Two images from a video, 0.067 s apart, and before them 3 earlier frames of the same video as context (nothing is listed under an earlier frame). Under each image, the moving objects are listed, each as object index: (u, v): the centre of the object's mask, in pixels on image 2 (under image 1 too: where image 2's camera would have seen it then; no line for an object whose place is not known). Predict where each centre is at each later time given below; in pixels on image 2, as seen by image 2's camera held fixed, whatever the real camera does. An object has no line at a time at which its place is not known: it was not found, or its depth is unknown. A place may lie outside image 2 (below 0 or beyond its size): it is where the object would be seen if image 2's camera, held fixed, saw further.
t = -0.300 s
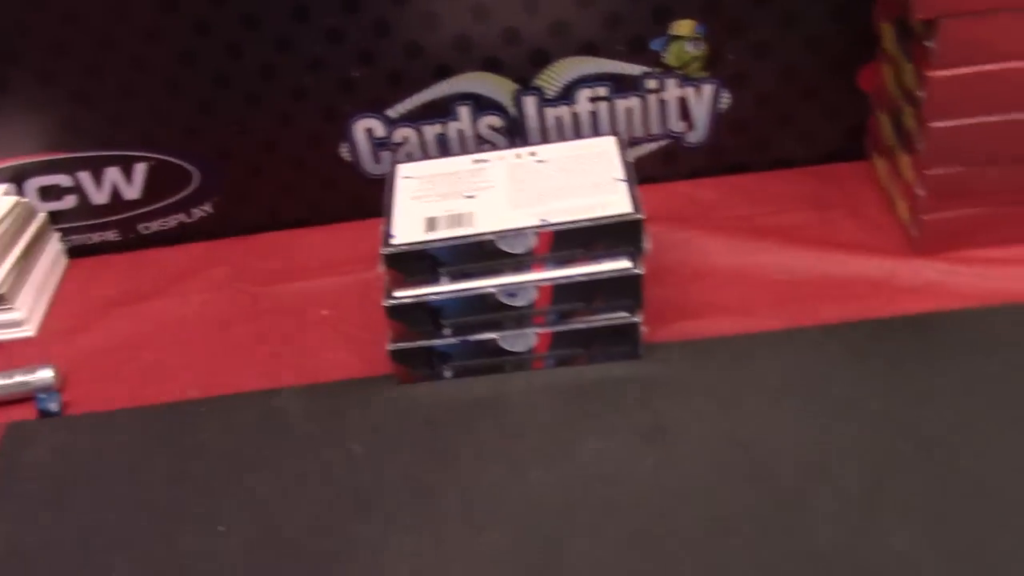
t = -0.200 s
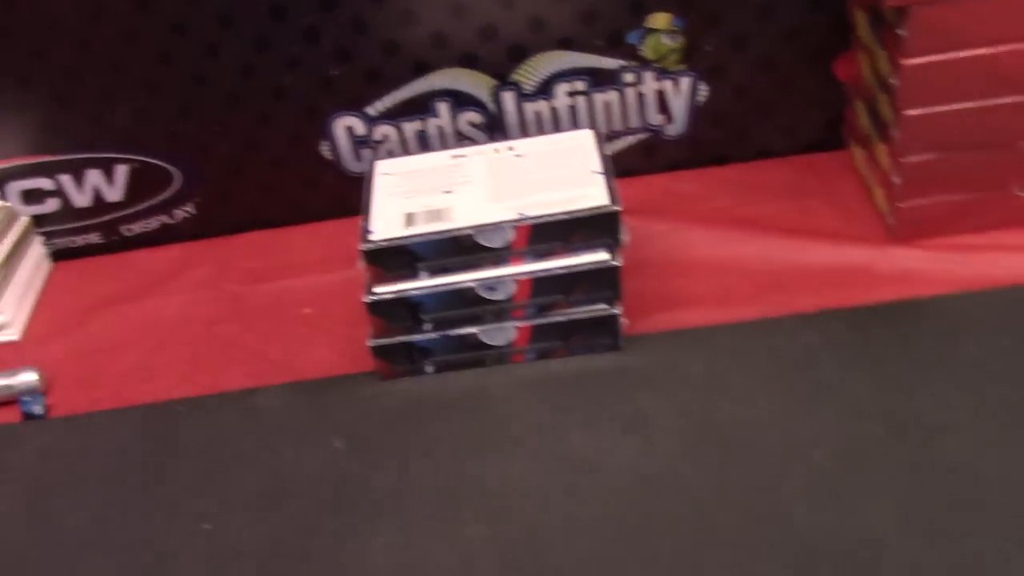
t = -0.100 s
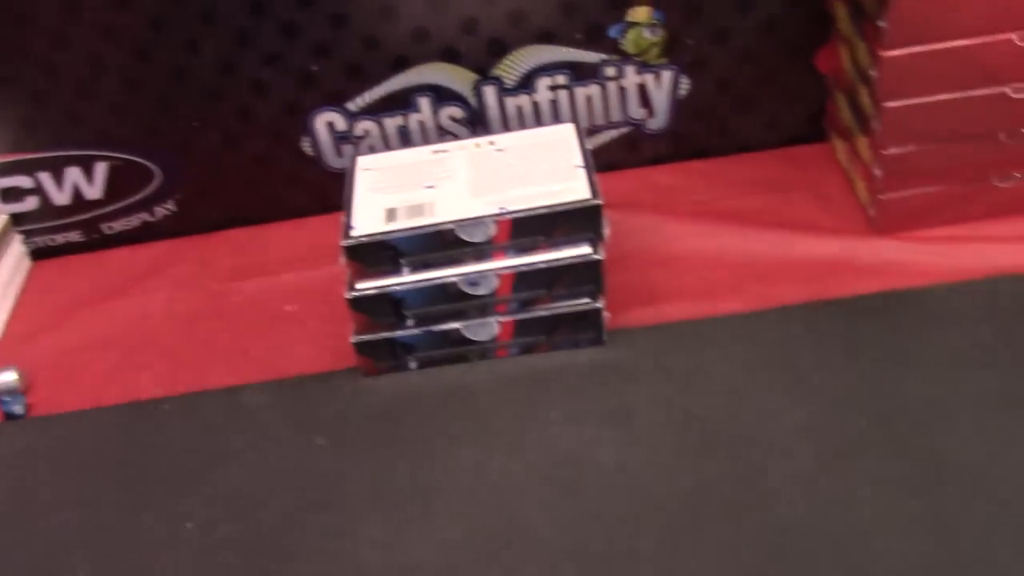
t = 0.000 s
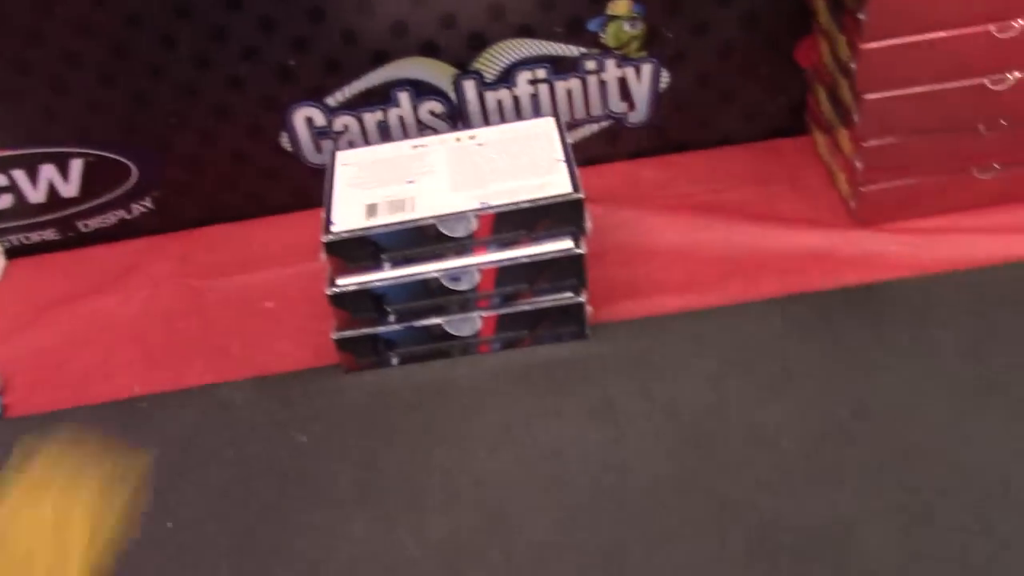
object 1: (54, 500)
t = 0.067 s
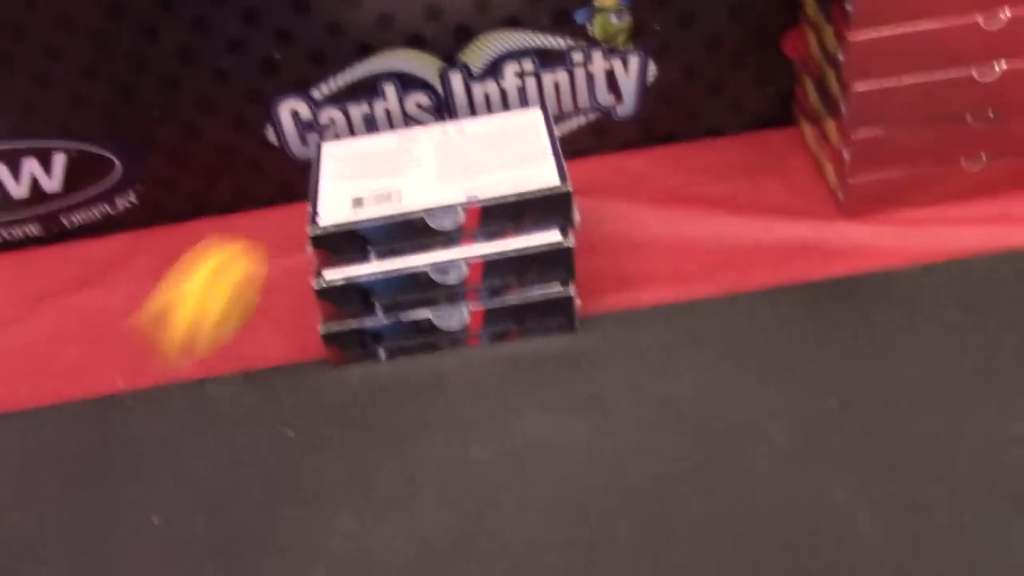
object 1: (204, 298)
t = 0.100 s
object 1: (261, 266)
